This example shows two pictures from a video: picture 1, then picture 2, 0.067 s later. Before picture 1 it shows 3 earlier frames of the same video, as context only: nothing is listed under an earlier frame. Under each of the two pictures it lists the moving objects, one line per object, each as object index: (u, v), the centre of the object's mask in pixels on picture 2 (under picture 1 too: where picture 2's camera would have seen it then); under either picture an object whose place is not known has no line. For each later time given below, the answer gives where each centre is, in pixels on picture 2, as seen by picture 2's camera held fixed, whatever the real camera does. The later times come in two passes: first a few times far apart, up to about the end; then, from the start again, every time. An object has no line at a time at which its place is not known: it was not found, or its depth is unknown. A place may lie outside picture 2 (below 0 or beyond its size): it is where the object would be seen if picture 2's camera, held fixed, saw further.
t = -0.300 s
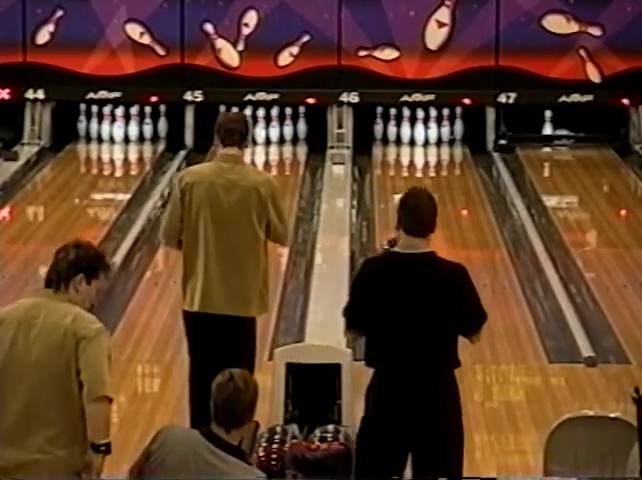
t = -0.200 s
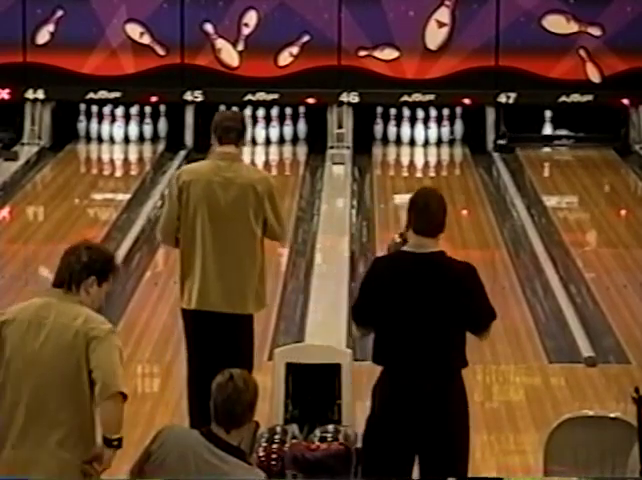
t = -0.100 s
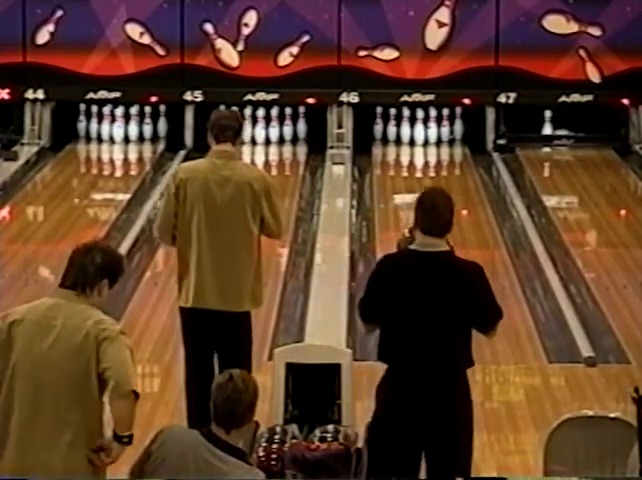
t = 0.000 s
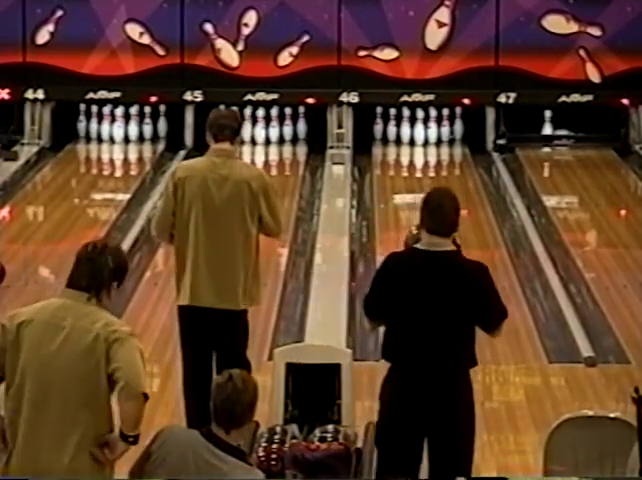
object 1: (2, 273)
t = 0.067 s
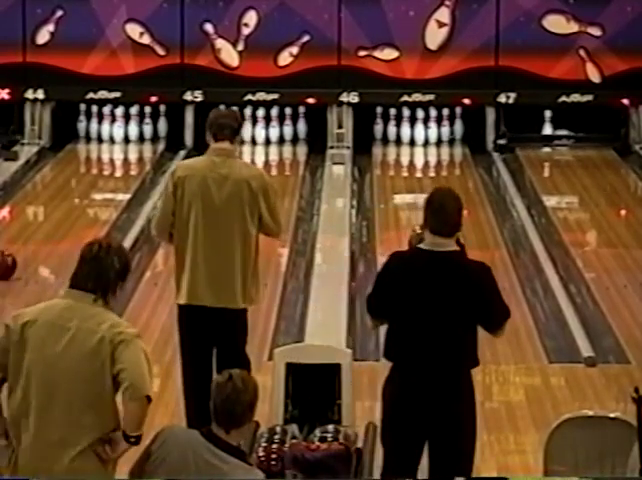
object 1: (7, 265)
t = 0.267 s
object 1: (34, 245)
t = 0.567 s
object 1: (74, 216)
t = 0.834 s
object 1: (101, 195)
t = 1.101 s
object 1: (122, 176)
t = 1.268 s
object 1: (132, 166)
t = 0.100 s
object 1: (10, 261)
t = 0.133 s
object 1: (14, 258)
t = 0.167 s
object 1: (19, 254)
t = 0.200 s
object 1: (24, 251)
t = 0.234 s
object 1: (29, 248)
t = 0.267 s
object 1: (34, 245)
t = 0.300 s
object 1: (39, 241)
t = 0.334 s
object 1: (44, 237)
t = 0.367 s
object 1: (48, 234)
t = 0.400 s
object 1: (53, 231)
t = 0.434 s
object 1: (57, 228)
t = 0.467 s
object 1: (61, 225)
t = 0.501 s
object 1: (66, 222)
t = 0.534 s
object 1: (70, 219)
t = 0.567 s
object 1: (74, 216)
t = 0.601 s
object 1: (77, 212)
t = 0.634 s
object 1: (81, 210)
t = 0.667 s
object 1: (84, 208)
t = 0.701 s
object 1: (88, 205)
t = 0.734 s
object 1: (91, 203)
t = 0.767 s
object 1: (95, 200)
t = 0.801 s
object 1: (98, 197)
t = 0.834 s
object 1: (101, 195)
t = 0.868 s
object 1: (104, 192)
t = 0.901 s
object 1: (107, 190)
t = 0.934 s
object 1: (110, 188)
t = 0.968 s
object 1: (112, 186)
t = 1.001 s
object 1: (115, 183)
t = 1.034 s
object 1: (118, 181)
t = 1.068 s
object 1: (120, 179)
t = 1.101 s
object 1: (122, 176)
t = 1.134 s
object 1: (124, 175)
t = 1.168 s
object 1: (126, 172)
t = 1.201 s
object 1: (129, 170)
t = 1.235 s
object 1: (131, 168)
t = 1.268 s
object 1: (132, 166)
